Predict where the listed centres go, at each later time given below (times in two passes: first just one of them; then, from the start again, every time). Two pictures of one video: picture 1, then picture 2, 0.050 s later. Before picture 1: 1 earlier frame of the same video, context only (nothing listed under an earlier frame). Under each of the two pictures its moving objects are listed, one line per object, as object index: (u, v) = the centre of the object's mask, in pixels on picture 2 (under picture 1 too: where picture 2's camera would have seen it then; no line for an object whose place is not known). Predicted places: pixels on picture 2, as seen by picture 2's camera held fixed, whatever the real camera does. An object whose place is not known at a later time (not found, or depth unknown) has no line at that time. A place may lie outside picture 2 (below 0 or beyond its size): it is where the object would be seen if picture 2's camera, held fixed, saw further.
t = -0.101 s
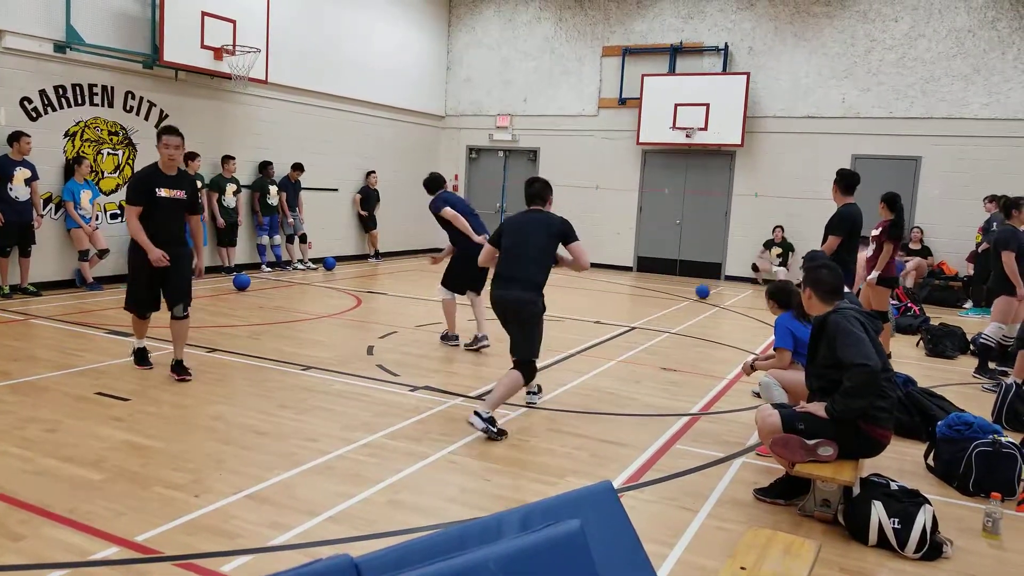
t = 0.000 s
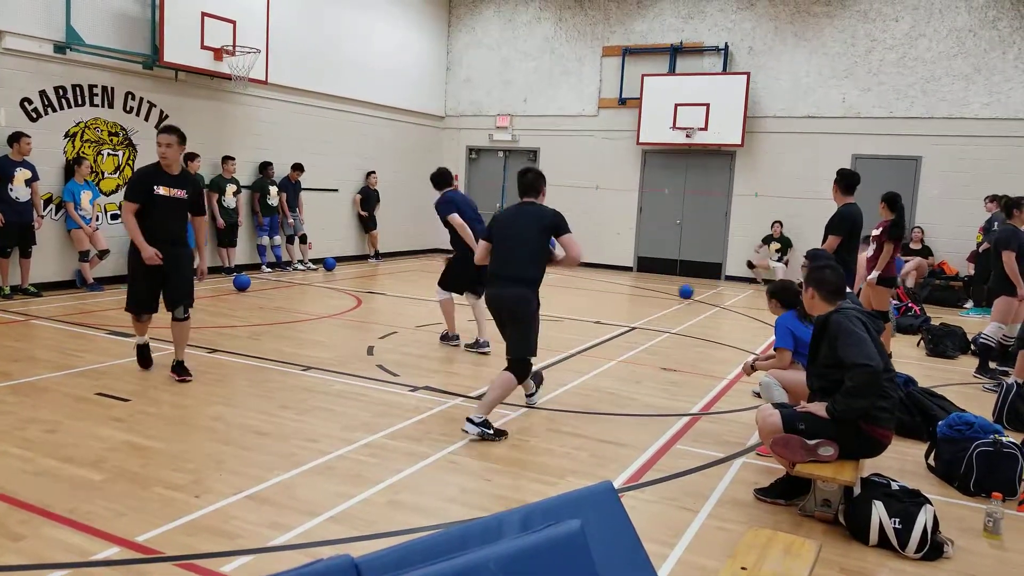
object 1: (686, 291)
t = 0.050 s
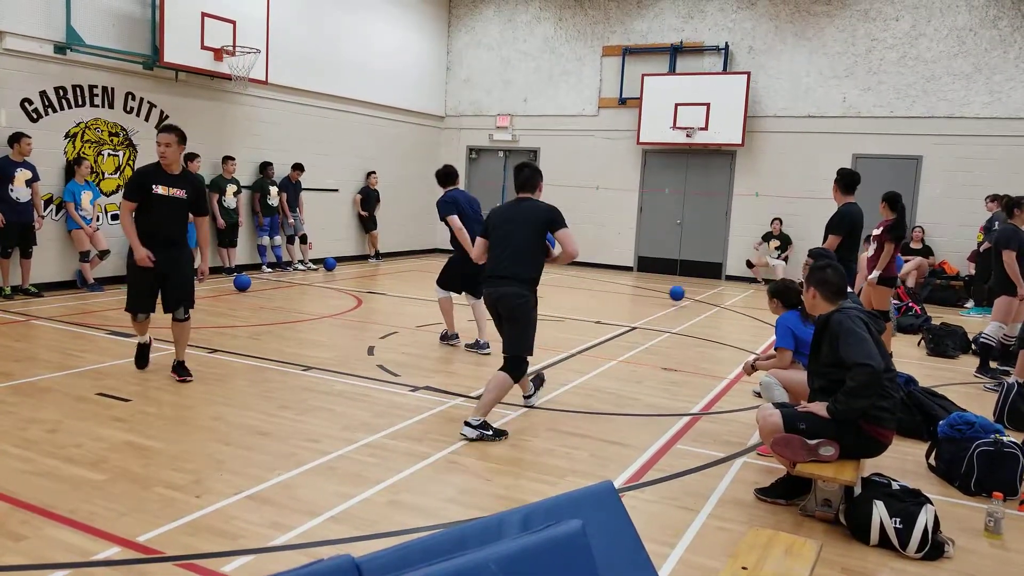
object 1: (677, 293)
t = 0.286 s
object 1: (628, 306)
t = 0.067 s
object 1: (673, 294)
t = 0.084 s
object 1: (670, 295)
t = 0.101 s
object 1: (667, 297)
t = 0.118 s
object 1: (664, 298)
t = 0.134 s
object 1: (660, 301)
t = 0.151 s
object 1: (656, 303)
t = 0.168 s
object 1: (653, 304)
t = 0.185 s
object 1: (650, 303)
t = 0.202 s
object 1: (646, 303)
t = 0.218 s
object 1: (643, 303)
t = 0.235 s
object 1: (639, 303)
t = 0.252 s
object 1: (636, 303)
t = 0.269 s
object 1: (632, 304)
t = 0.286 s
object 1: (628, 306)
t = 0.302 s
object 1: (624, 307)
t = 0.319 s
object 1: (621, 309)
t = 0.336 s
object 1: (617, 310)
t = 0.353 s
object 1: (612, 313)
